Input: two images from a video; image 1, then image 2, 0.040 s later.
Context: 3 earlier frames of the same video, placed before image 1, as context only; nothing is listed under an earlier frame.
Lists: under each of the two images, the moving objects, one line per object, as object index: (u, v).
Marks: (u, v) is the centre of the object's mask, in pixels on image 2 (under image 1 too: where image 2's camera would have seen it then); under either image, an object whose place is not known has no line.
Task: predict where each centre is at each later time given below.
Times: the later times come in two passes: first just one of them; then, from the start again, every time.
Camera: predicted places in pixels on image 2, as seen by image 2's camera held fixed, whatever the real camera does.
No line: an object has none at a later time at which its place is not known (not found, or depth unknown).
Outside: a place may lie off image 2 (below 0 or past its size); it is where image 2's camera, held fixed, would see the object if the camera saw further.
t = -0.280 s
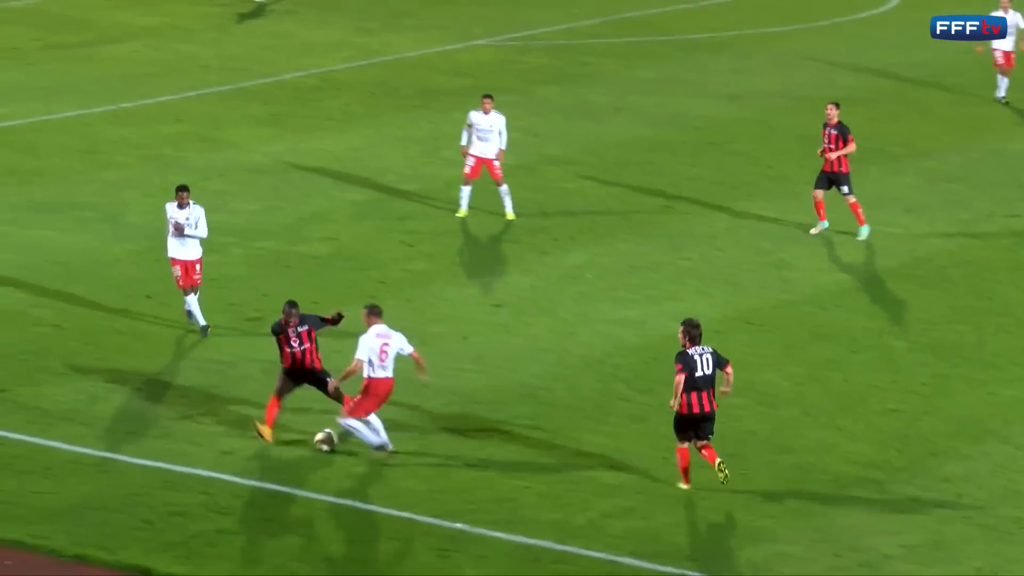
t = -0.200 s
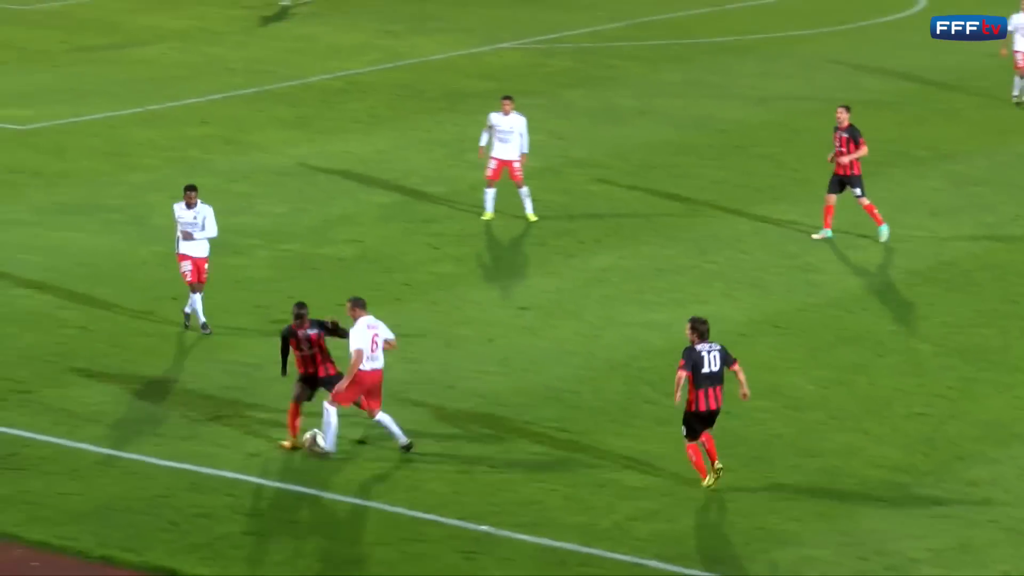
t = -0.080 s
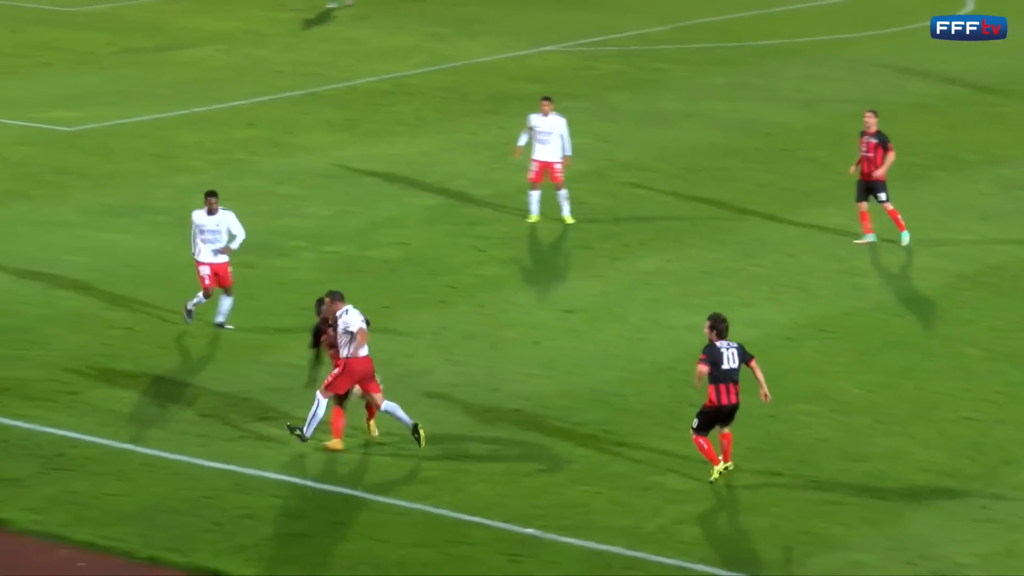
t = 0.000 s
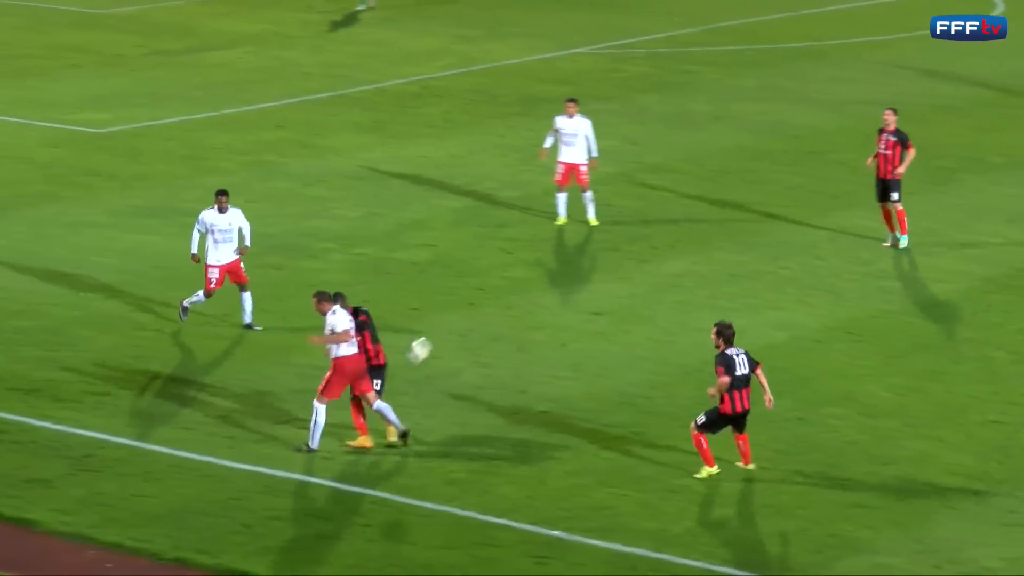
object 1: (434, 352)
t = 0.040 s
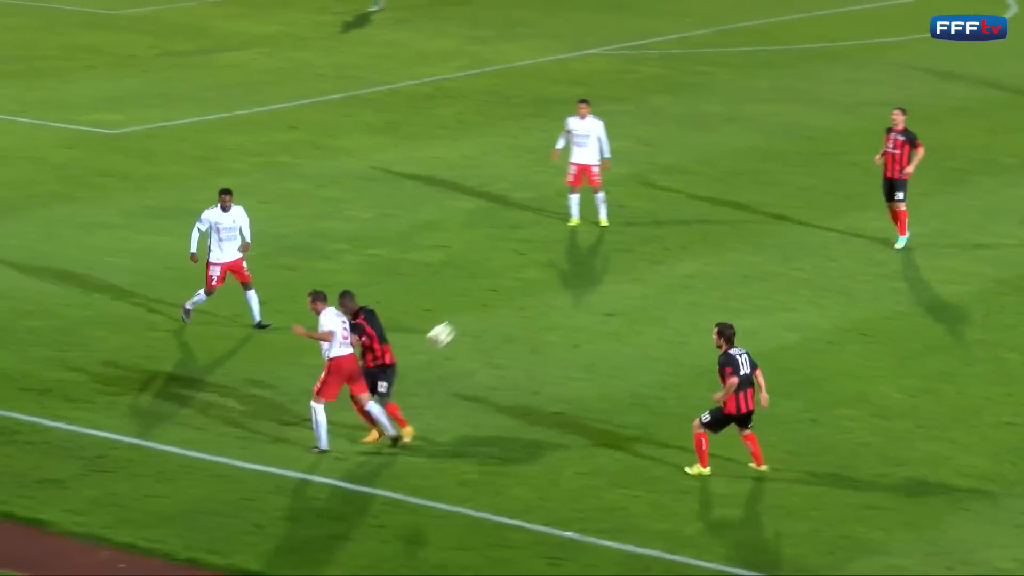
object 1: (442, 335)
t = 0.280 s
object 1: (502, 265)
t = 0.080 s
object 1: (452, 319)
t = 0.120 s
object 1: (463, 305)
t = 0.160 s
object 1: (472, 293)
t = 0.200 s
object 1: (483, 282)
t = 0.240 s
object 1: (492, 273)
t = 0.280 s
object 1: (502, 265)
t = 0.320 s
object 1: (512, 259)
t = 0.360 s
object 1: (521, 254)
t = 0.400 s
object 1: (530, 251)
